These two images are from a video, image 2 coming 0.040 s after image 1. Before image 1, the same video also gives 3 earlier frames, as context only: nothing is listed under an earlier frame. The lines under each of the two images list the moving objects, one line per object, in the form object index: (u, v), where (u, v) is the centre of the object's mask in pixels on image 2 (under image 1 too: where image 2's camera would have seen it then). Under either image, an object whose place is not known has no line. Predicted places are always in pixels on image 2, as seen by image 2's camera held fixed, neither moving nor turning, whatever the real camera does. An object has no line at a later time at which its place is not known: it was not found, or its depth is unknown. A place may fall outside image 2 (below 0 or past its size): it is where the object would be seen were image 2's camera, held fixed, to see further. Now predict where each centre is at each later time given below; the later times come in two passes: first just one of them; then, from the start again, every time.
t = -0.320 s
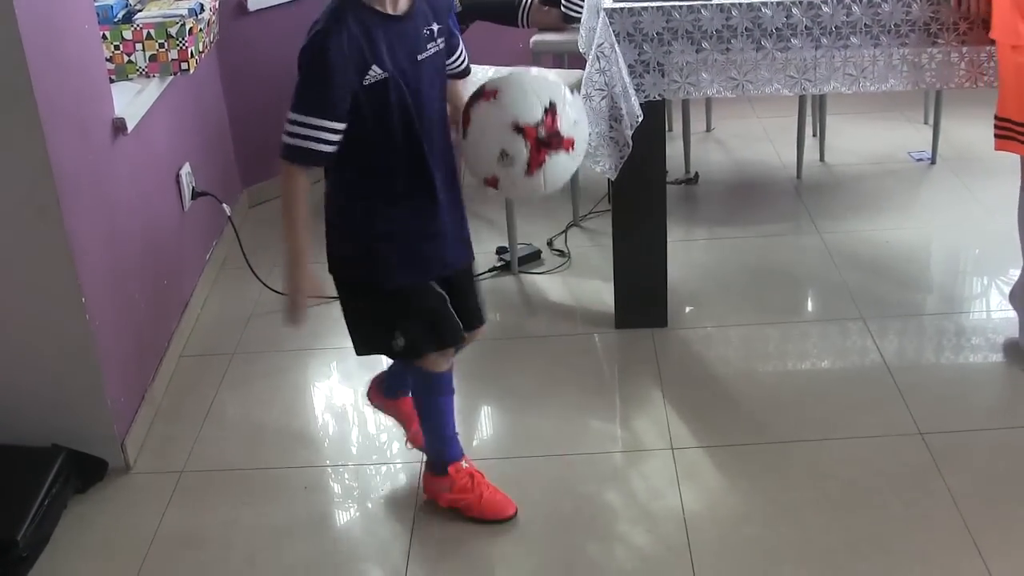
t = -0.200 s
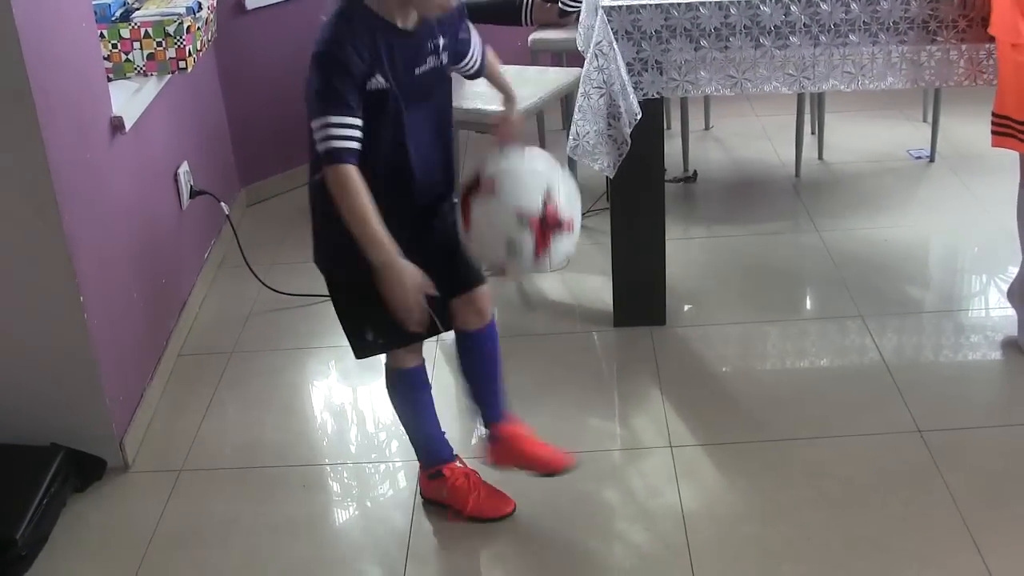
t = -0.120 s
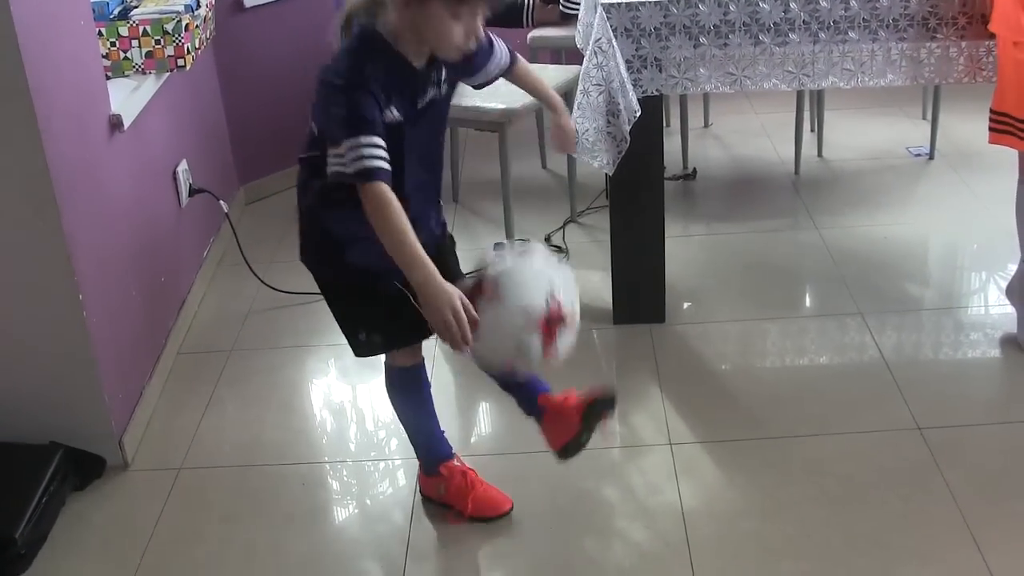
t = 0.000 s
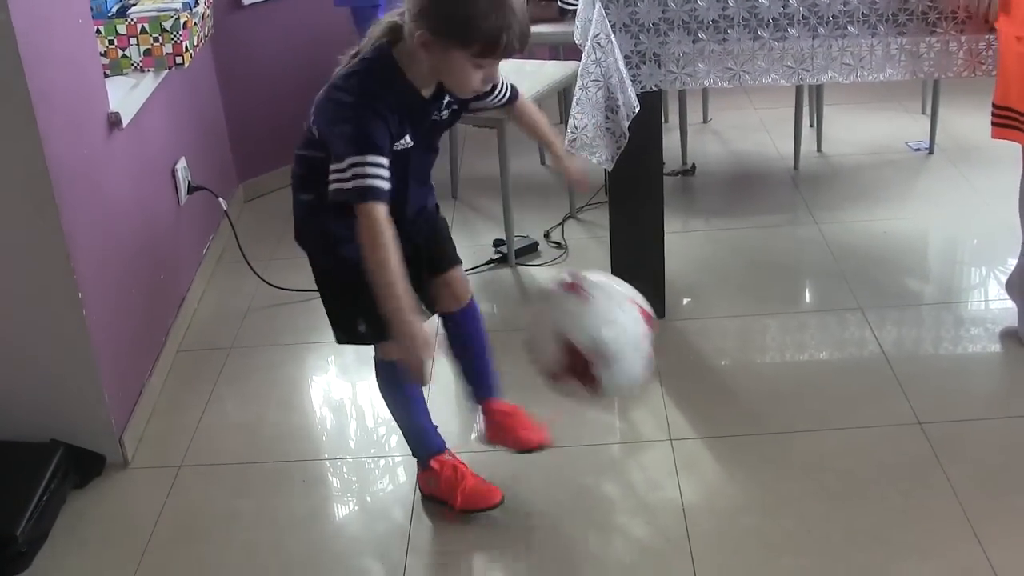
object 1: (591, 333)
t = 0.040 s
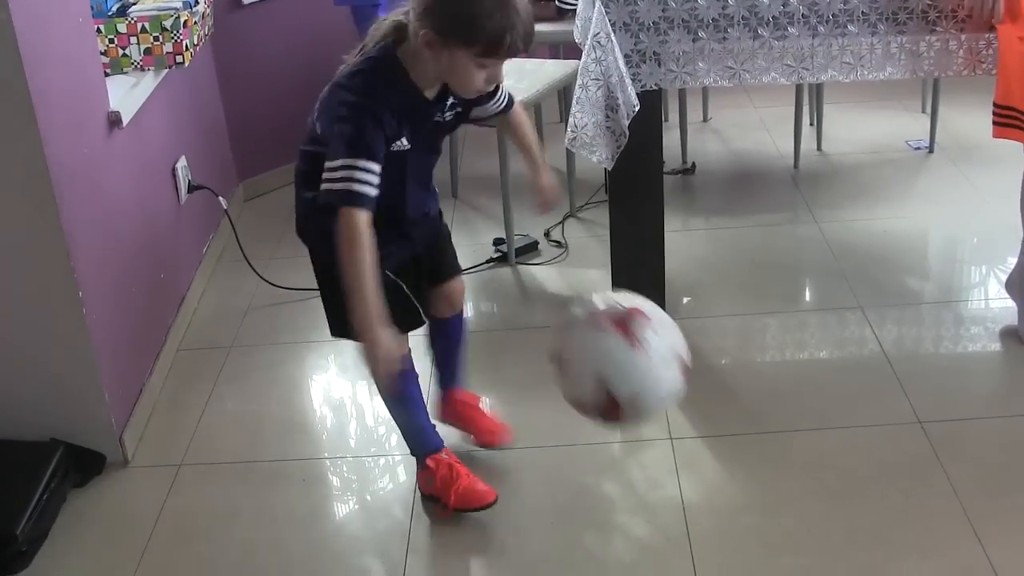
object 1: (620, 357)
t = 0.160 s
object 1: (713, 492)
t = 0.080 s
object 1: (648, 390)
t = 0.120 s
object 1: (680, 435)
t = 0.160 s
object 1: (713, 492)
